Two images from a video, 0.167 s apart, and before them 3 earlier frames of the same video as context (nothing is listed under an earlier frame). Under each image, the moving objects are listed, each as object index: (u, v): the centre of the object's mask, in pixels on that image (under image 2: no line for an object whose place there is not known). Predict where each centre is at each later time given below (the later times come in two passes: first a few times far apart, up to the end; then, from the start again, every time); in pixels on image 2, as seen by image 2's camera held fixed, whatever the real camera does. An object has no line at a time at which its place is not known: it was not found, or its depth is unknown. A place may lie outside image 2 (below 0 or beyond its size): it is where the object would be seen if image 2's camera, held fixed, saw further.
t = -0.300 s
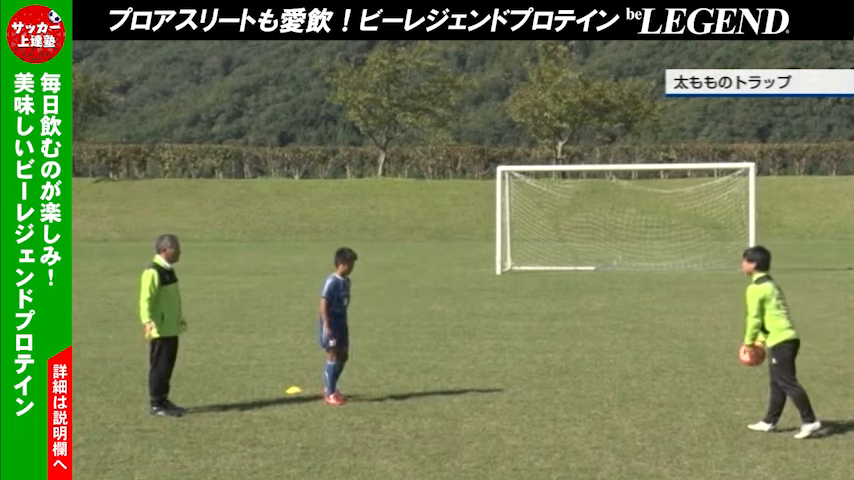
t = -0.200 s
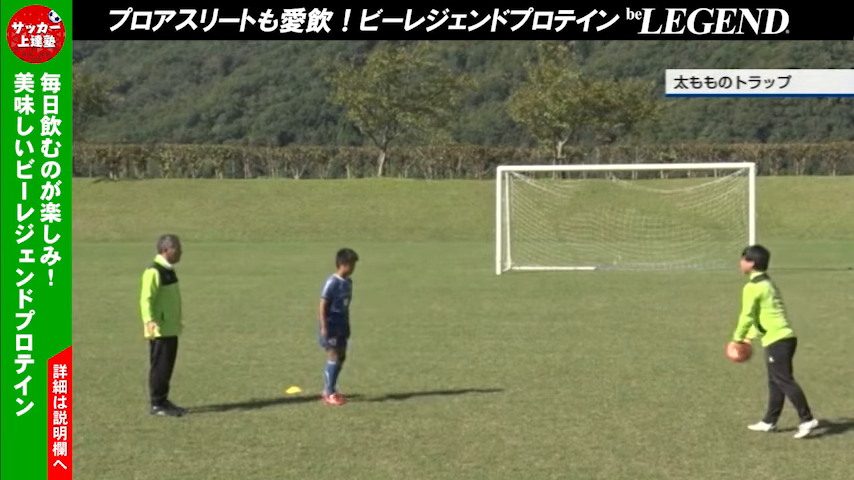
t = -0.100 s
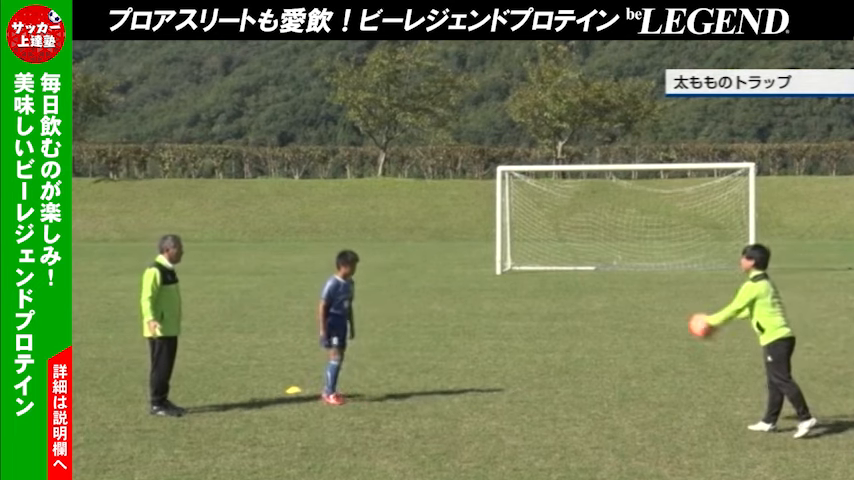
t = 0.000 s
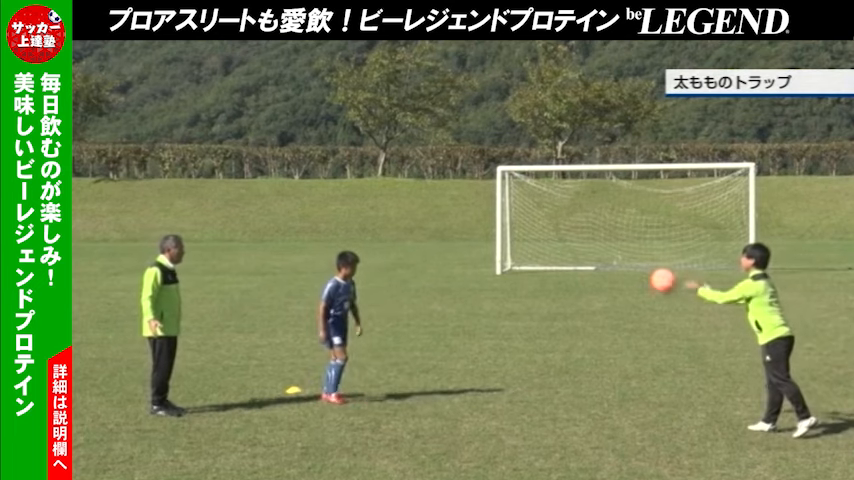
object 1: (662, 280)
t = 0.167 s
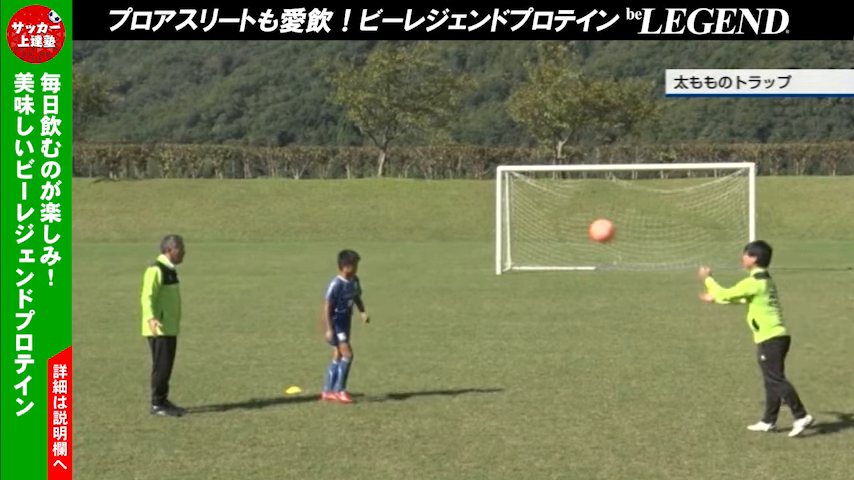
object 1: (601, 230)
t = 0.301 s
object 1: (554, 213)
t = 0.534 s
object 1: (476, 228)
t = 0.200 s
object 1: (589, 224)
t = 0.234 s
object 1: (577, 219)
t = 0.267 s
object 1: (566, 216)
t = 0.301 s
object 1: (554, 213)
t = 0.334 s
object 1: (543, 212)
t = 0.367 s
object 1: (531, 212)
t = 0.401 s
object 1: (521, 213)
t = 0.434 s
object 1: (510, 215)
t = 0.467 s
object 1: (499, 218)
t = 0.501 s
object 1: (486, 223)
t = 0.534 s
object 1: (476, 228)
